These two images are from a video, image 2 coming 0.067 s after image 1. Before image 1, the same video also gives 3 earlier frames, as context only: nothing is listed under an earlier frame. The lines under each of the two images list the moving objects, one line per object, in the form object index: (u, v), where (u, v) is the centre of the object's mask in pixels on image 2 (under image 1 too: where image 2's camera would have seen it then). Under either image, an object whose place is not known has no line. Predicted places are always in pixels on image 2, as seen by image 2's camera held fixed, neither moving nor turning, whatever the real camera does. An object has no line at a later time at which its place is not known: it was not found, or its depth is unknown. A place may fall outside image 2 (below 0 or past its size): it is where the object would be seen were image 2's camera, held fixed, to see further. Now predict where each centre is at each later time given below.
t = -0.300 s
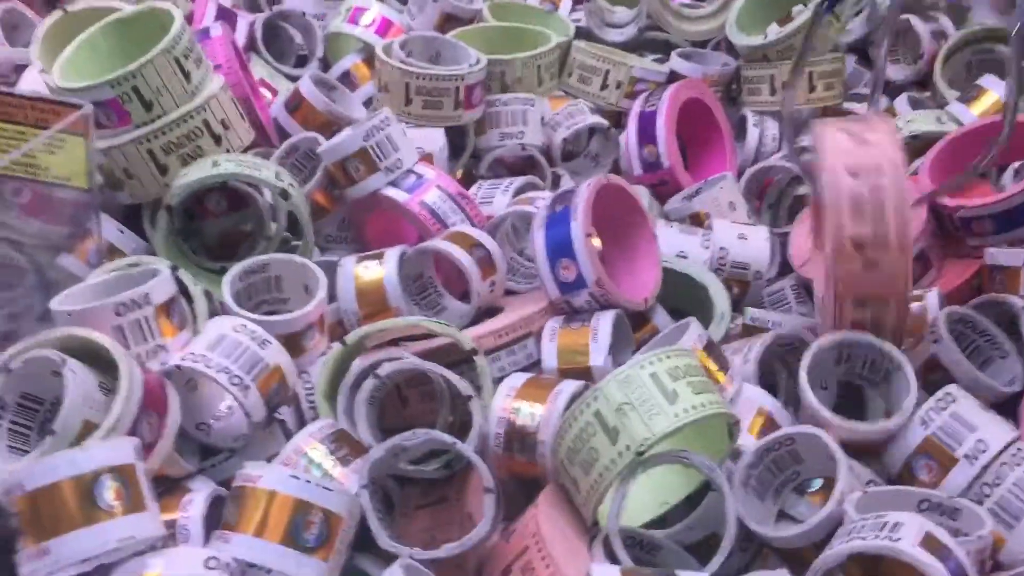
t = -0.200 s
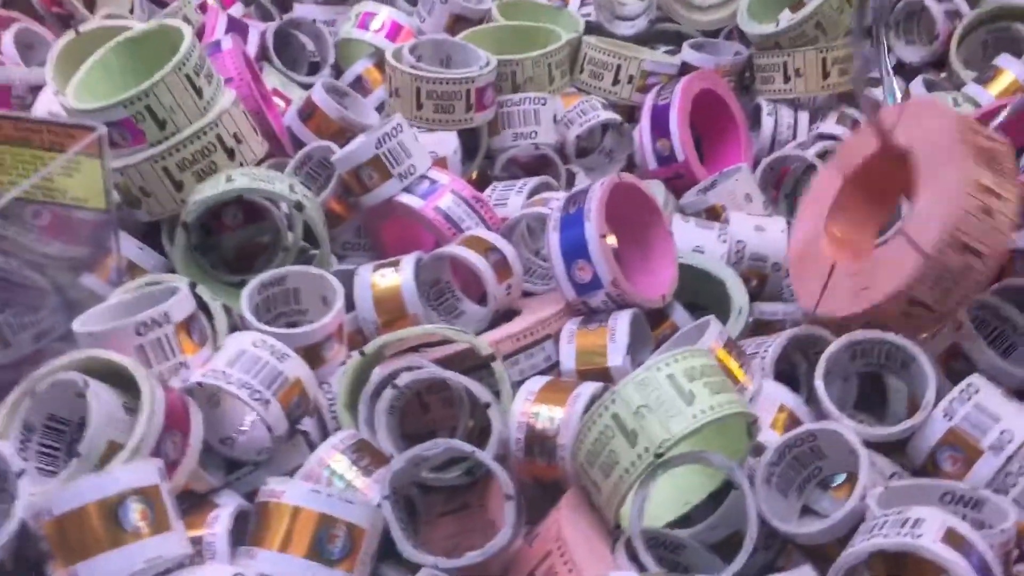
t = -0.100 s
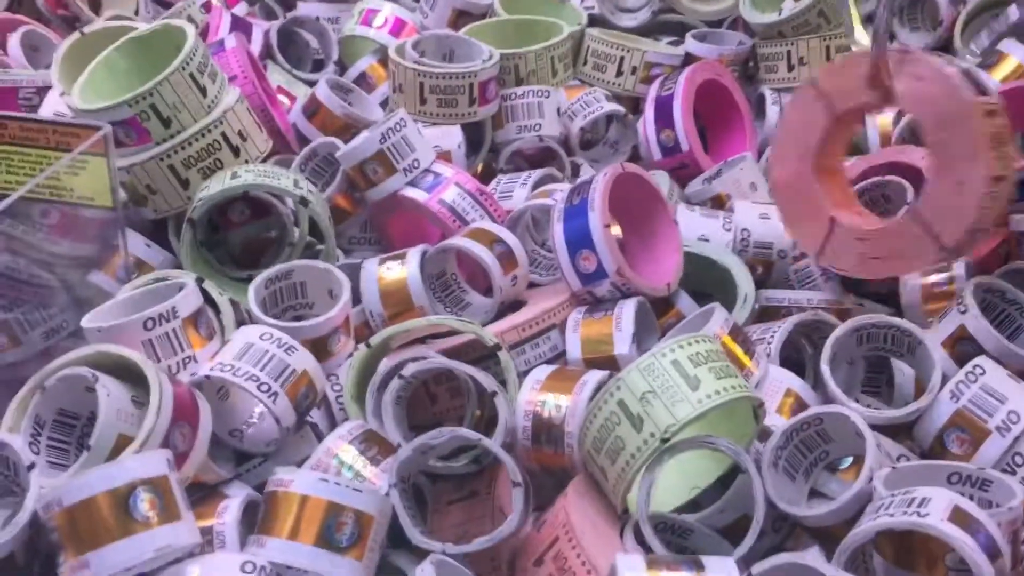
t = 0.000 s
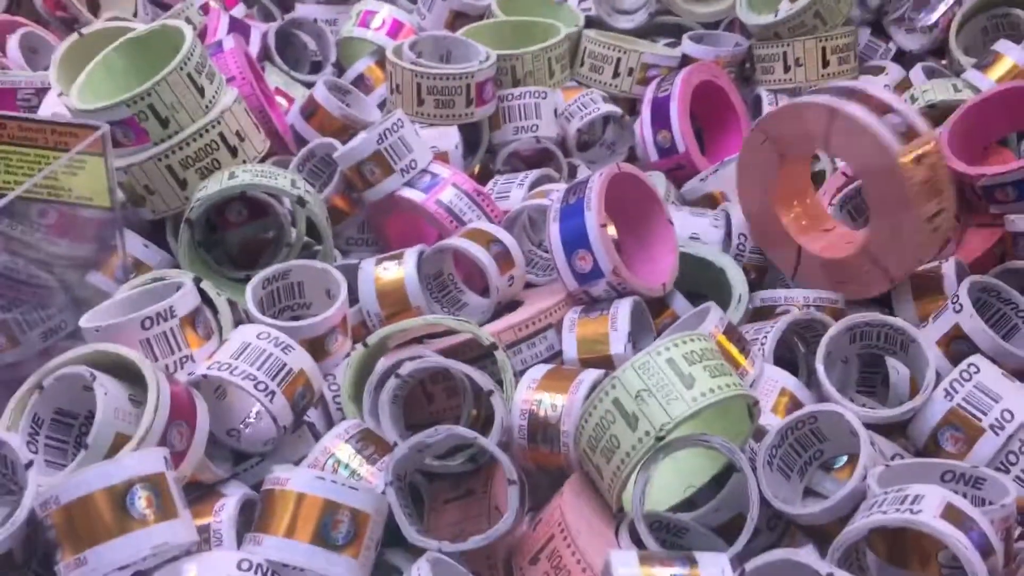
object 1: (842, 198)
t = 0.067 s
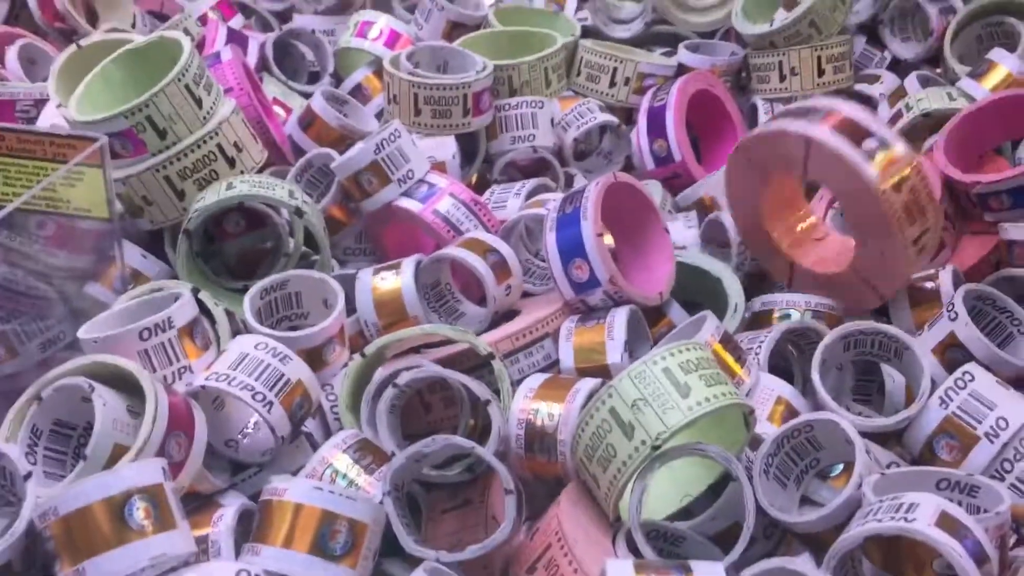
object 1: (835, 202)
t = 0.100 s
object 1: (833, 207)
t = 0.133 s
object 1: (823, 212)
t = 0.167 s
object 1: (815, 236)
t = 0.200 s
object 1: (798, 234)
